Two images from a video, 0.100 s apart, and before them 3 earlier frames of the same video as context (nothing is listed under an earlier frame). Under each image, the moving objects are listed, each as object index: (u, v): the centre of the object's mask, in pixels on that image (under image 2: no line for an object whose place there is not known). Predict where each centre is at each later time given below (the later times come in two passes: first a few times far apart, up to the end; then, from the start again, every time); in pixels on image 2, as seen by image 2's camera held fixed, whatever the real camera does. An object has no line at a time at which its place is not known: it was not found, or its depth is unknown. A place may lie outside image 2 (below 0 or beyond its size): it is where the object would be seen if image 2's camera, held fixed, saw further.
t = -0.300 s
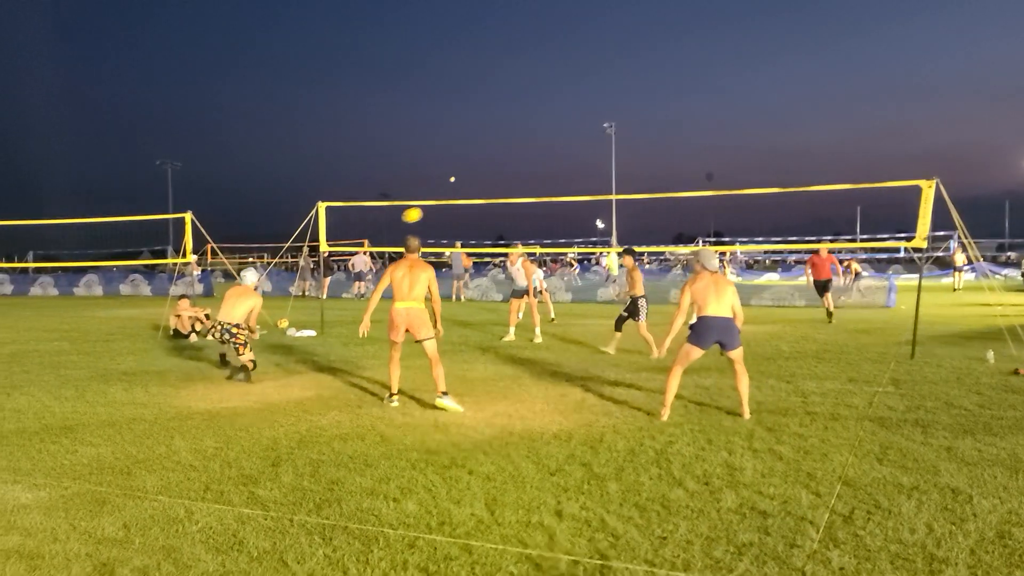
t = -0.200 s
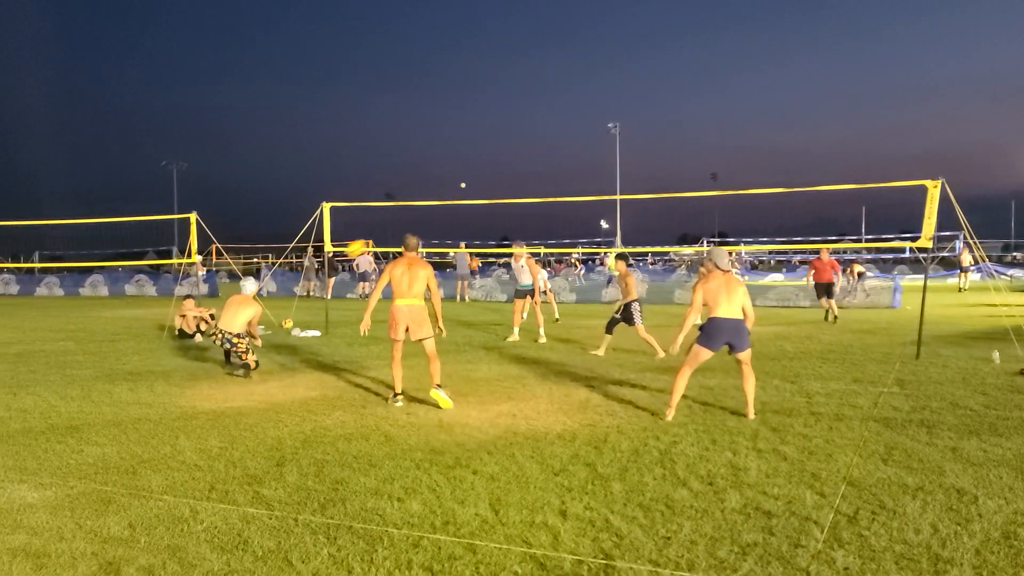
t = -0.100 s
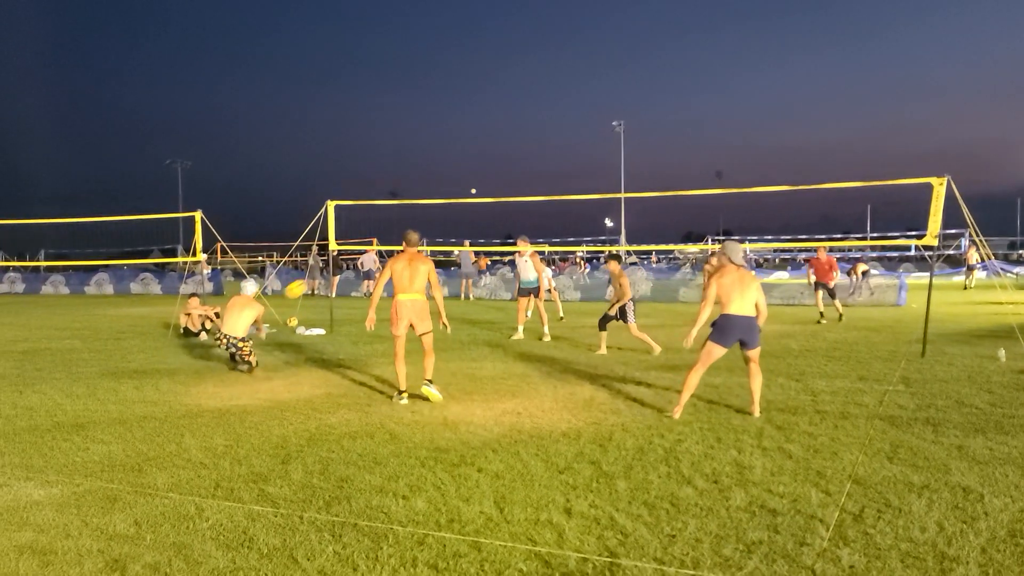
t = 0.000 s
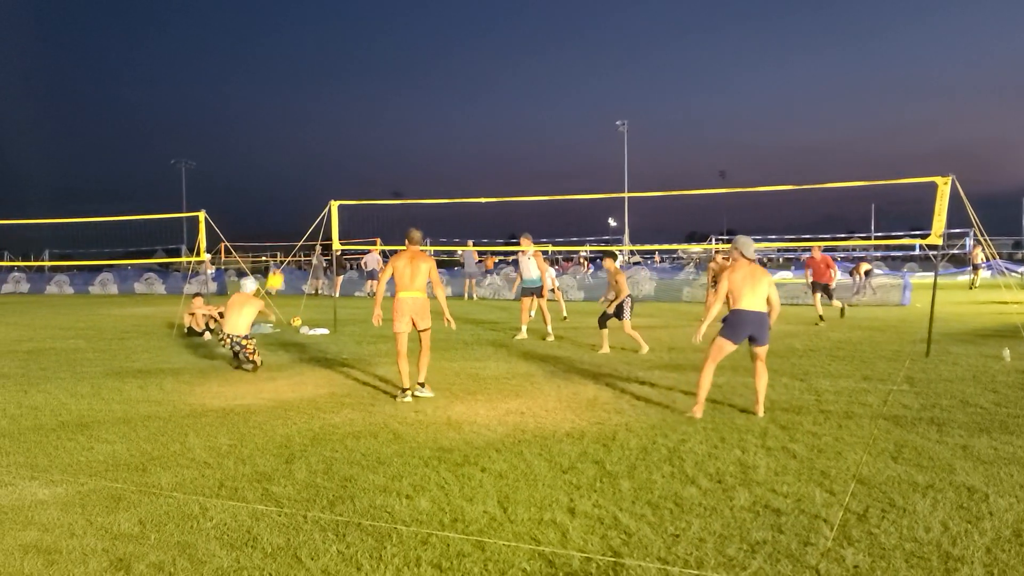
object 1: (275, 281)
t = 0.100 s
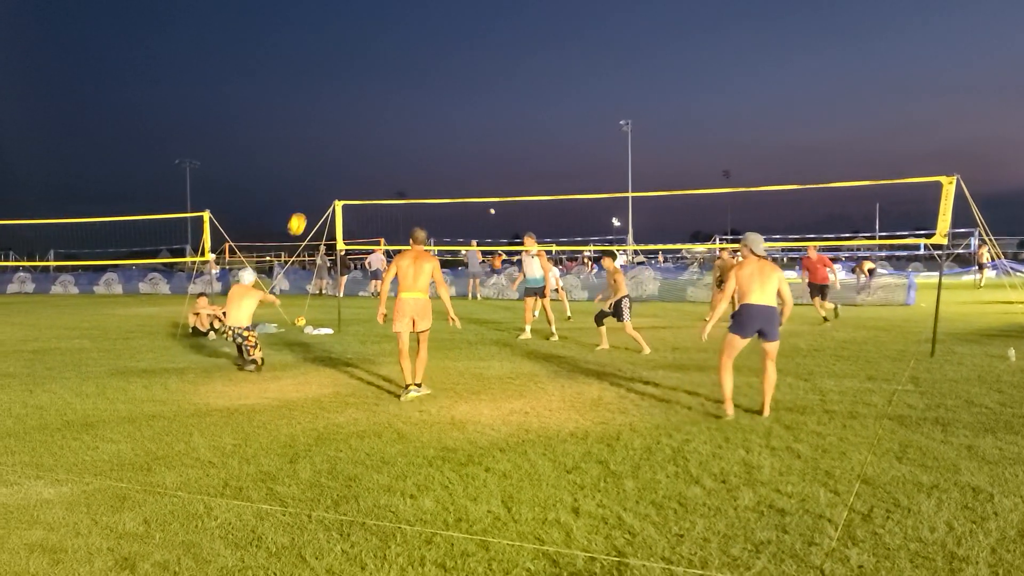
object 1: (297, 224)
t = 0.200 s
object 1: (314, 175)
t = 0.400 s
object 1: (348, 100)
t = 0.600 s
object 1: (381, 55)
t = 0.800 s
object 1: (413, 39)
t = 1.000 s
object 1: (444, 50)
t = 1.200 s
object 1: (475, 89)
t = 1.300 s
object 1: (491, 119)
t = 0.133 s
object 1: (303, 207)
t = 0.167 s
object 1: (308, 190)
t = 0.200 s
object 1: (314, 175)
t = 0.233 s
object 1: (320, 161)
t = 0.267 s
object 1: (326, 147)
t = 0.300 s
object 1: (332, 134)
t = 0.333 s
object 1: (337, 121)
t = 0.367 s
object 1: (343, 110)
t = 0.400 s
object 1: (348, 100)
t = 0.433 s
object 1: (354, 90)
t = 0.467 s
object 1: (359, 81)
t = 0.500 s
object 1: (365, 74)
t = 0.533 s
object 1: (370, 66)
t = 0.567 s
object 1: (375, 60)
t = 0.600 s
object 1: (381, 55)
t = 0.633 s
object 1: (387, 50)
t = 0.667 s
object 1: (392, 46)
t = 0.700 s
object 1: (397, 43)
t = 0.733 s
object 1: (402, 41)
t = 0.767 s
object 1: (407, 39)
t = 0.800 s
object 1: (413, 39)
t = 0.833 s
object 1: (418, 39)
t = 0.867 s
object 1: (423, 39)
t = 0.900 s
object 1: (428, 41)
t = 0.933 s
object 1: (434, 43)
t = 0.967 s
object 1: (439, 47)
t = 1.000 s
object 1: (444, 50)
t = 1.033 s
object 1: (450, 55)
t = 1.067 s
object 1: (454, 61)
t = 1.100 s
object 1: (460, 67)
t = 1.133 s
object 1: (465, 73)
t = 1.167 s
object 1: (470, 81)
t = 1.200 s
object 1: (475, 89)
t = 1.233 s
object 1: (481, 98)
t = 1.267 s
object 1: (486, 108)
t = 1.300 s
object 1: (491, 119)
